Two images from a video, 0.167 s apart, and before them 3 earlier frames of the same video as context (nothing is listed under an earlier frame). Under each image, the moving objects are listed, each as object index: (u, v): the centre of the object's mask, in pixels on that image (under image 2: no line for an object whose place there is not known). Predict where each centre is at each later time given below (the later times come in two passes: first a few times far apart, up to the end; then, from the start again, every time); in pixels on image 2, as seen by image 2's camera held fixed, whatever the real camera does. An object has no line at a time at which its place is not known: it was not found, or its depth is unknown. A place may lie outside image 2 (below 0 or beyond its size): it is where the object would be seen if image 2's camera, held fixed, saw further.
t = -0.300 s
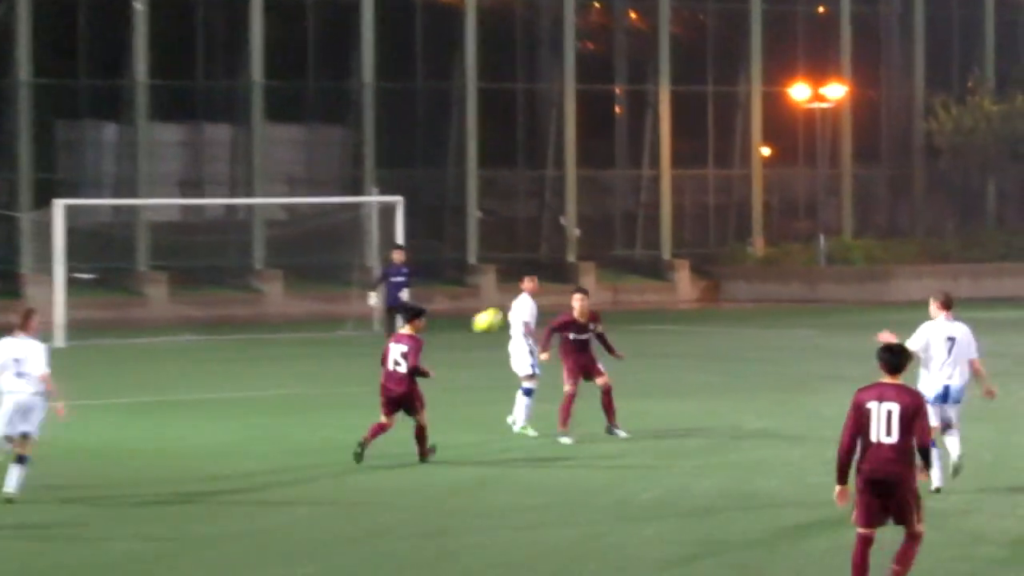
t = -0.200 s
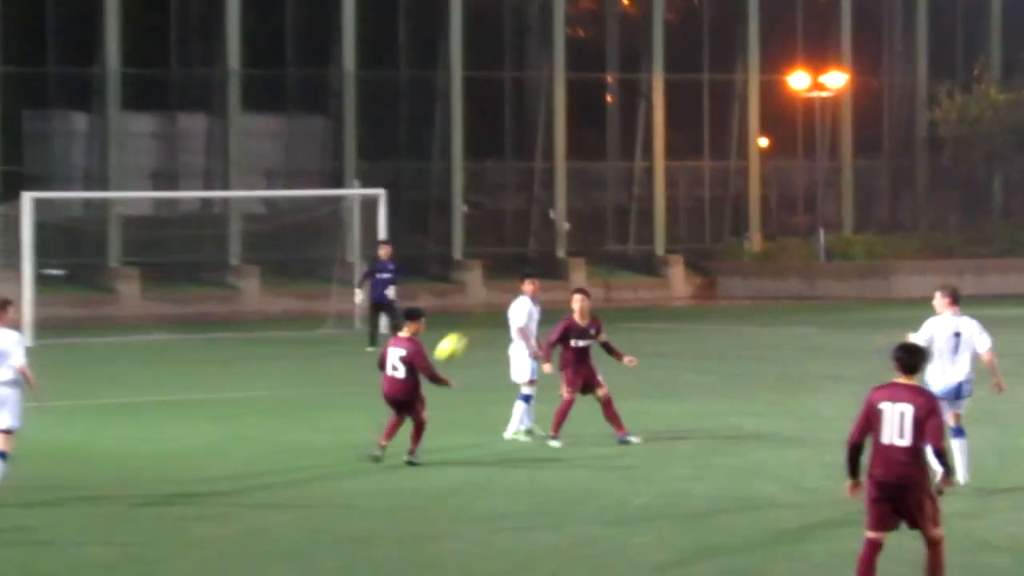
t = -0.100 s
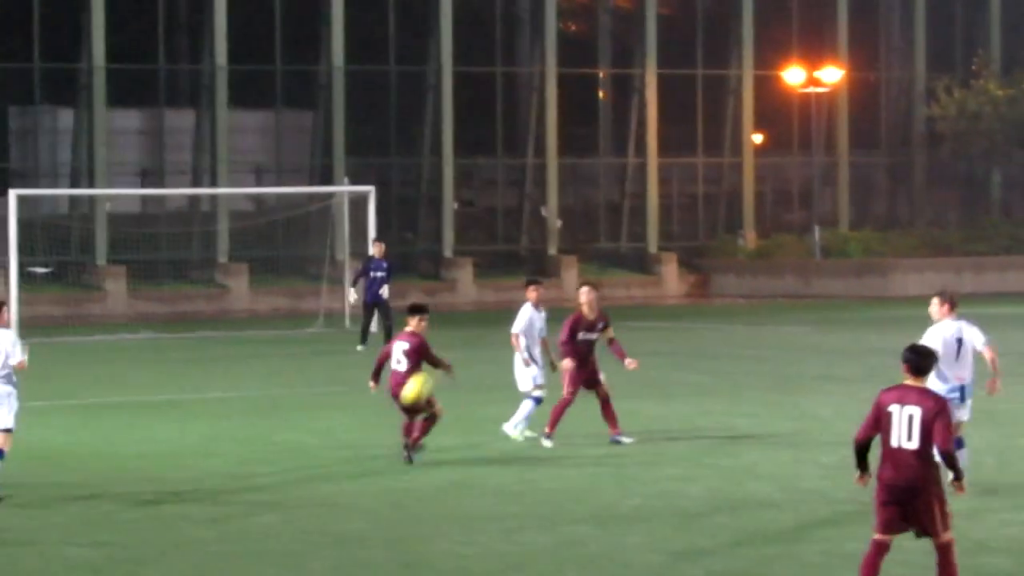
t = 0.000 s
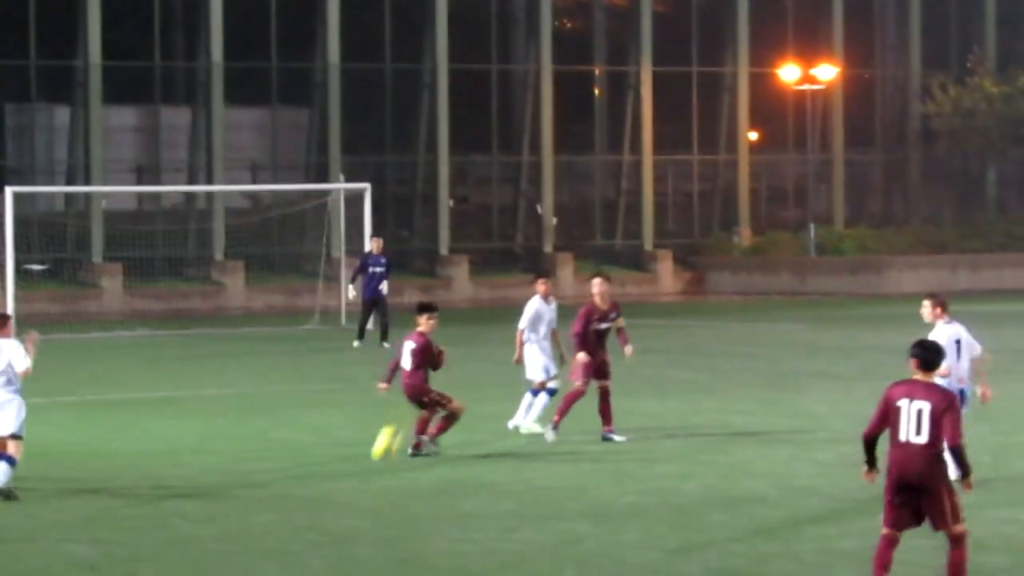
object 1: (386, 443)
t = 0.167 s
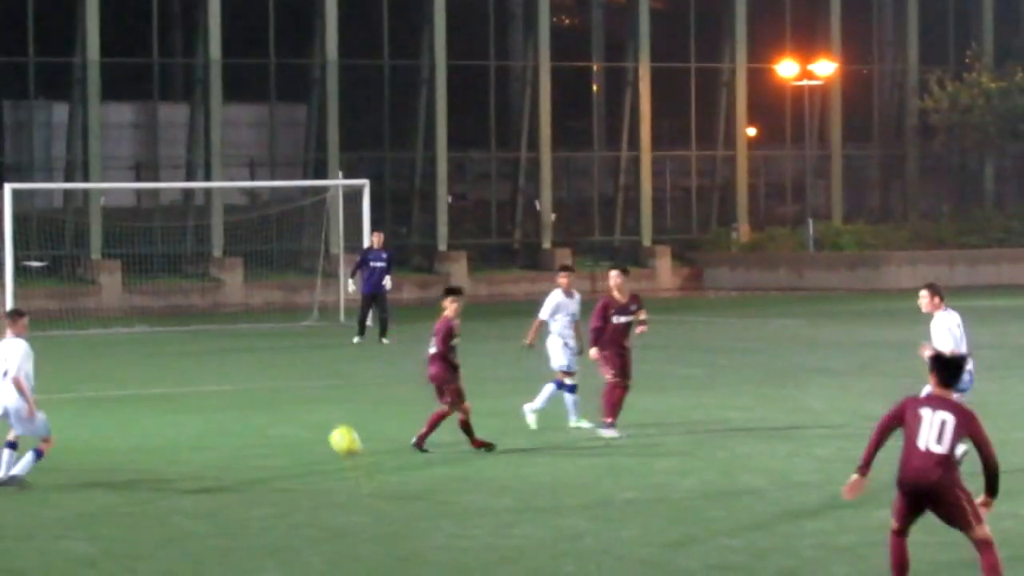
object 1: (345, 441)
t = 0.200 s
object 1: (337, 429)
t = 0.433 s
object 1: (277, 387)
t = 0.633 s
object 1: (225, 408)
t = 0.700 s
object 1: (205, 429)
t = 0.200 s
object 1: (337, 429)
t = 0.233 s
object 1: (329, 419)
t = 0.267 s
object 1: (320, 410)
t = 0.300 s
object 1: (311, 402)
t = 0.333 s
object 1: (302, 396)
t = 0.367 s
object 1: (294, 391)
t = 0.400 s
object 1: (286, 388)
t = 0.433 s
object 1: (277, 387)
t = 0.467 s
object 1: (268, 386)
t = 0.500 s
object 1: (259, 388)
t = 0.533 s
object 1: (251, 391)
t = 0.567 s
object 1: (241, 395)
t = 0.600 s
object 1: (232, 402)
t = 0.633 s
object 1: (225, 408)
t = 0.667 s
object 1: (215, 418)
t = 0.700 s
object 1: (205, 429)
